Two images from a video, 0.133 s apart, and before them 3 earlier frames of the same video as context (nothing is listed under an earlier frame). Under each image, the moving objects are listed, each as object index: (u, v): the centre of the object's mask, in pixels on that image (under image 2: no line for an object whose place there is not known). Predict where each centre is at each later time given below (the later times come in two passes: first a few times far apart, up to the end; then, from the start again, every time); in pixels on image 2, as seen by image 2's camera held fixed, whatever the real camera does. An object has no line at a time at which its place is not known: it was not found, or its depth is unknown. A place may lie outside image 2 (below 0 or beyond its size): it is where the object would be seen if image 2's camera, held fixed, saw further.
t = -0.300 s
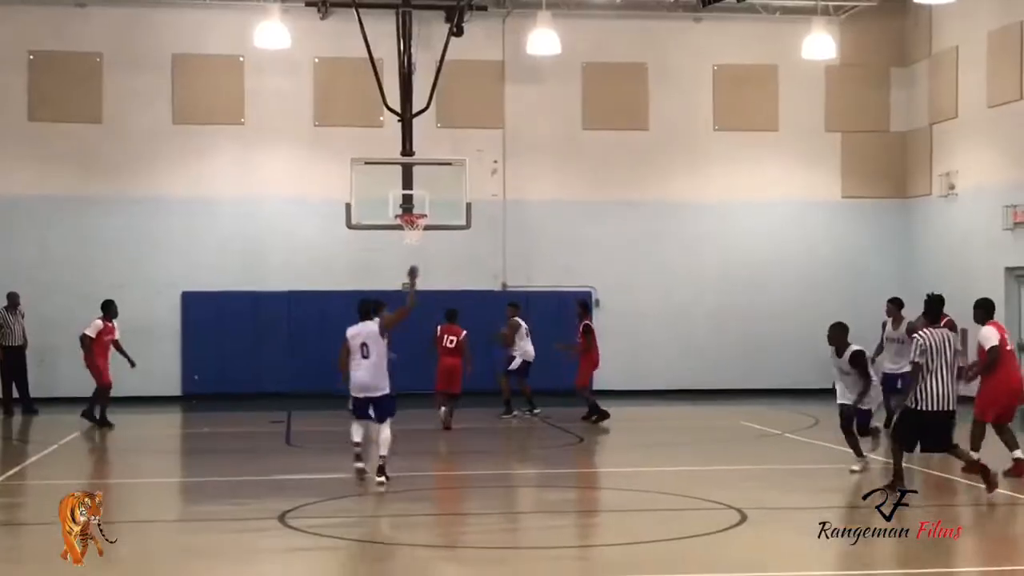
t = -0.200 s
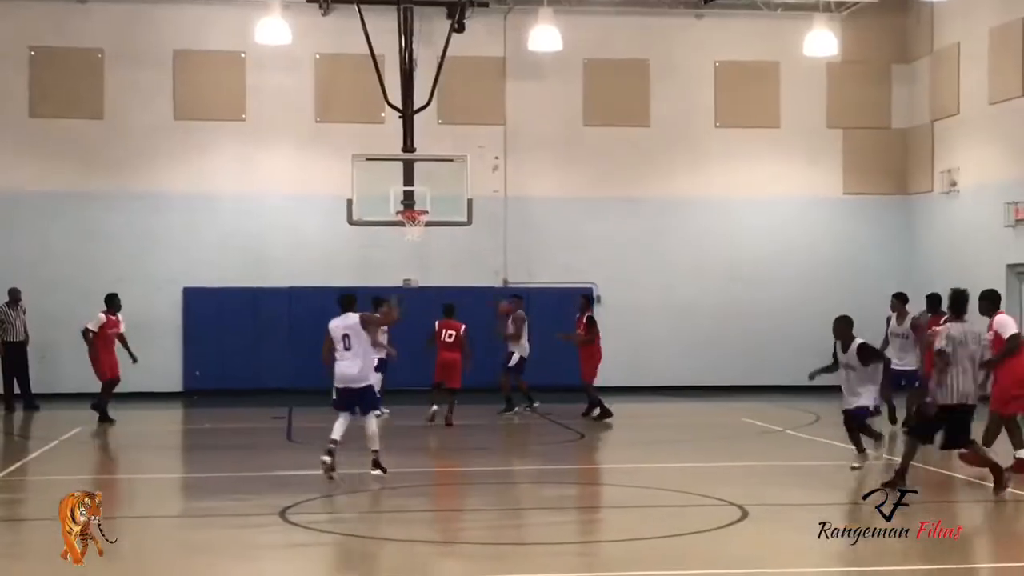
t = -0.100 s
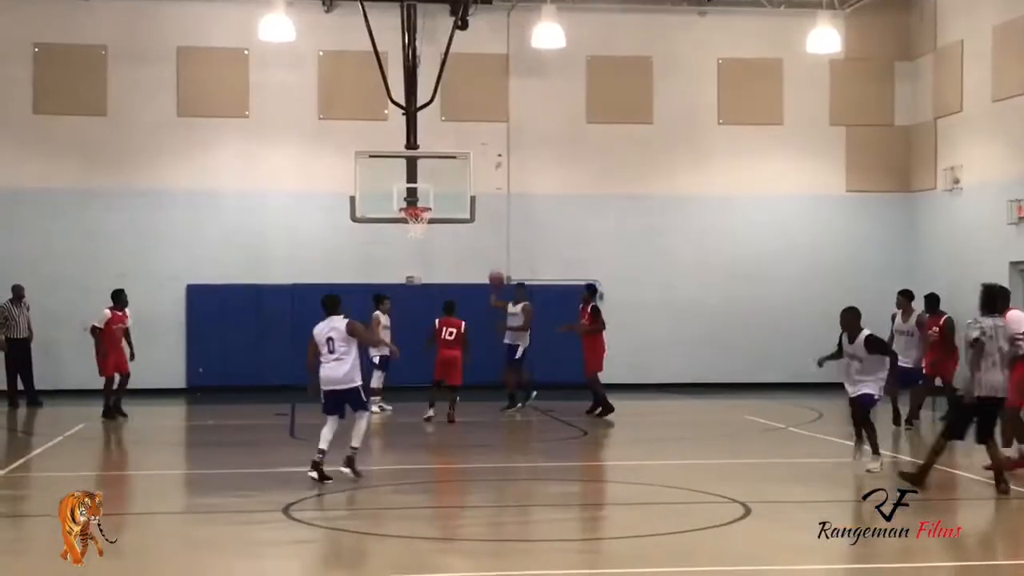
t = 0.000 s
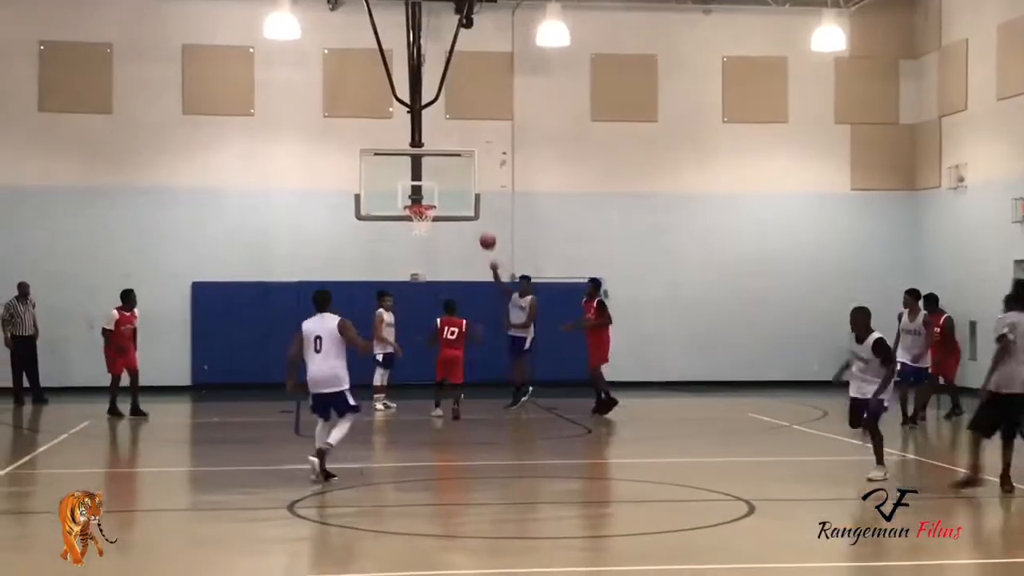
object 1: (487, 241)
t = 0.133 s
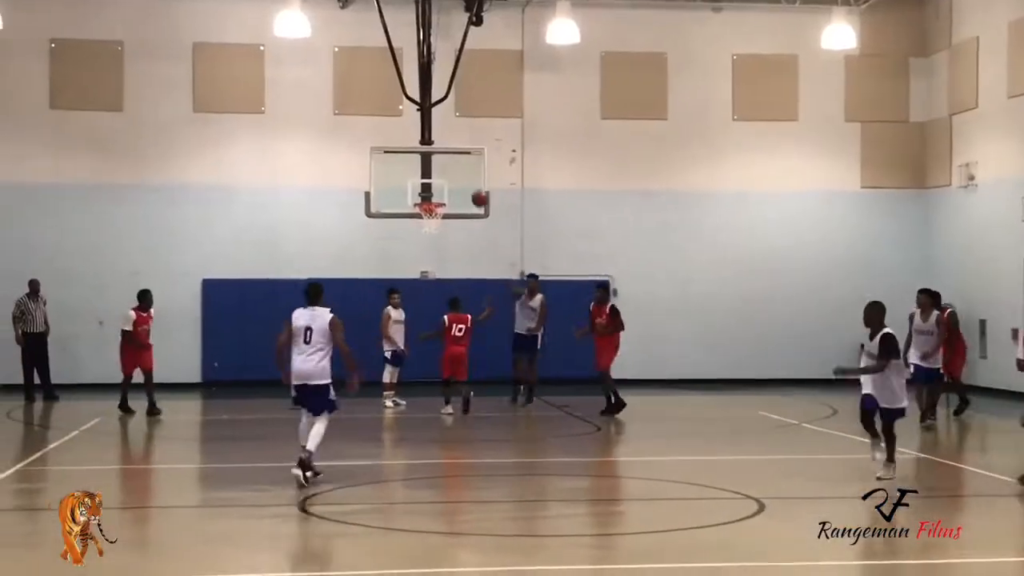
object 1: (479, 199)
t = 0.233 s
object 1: (466, 172)
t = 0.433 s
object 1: (432, 133)
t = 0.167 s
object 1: (475, 189)
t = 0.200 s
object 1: (470, 180)
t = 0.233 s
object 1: (466, 172)
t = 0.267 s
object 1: (461, 164)
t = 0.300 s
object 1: (456, 157)
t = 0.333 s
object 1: (450, 149)
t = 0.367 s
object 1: (444, 142)
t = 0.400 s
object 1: (439, 137)
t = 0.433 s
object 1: (432, 133)
